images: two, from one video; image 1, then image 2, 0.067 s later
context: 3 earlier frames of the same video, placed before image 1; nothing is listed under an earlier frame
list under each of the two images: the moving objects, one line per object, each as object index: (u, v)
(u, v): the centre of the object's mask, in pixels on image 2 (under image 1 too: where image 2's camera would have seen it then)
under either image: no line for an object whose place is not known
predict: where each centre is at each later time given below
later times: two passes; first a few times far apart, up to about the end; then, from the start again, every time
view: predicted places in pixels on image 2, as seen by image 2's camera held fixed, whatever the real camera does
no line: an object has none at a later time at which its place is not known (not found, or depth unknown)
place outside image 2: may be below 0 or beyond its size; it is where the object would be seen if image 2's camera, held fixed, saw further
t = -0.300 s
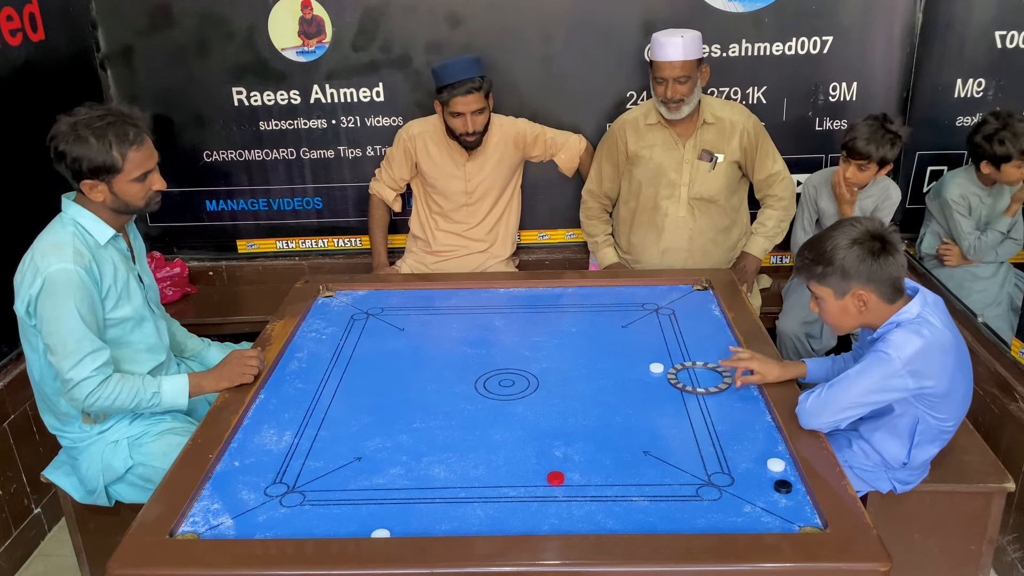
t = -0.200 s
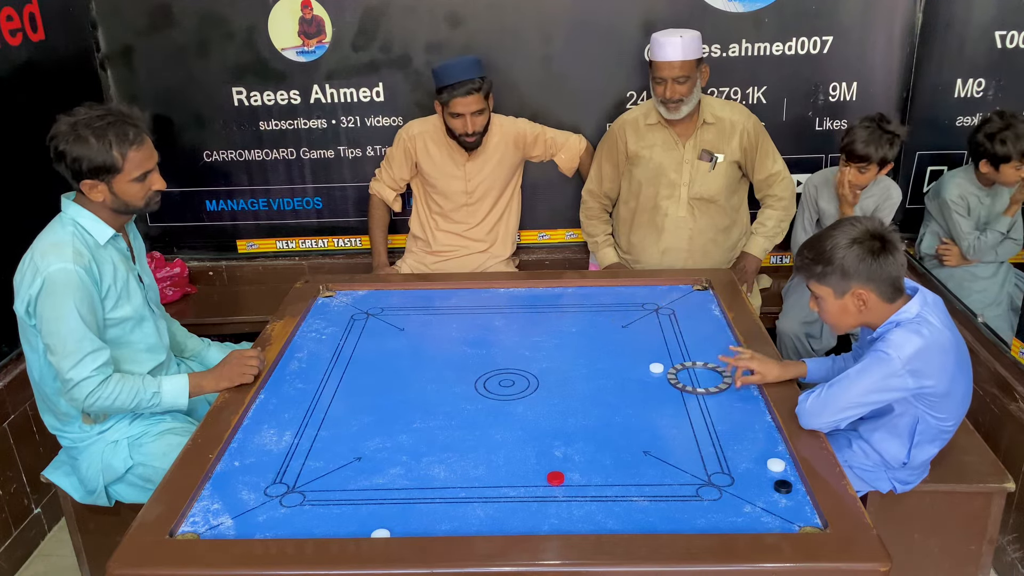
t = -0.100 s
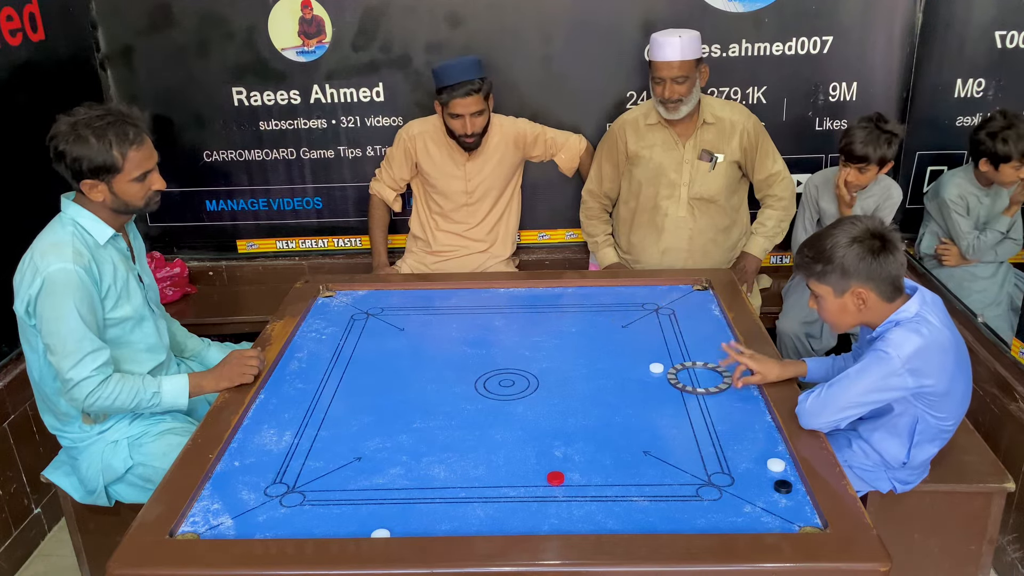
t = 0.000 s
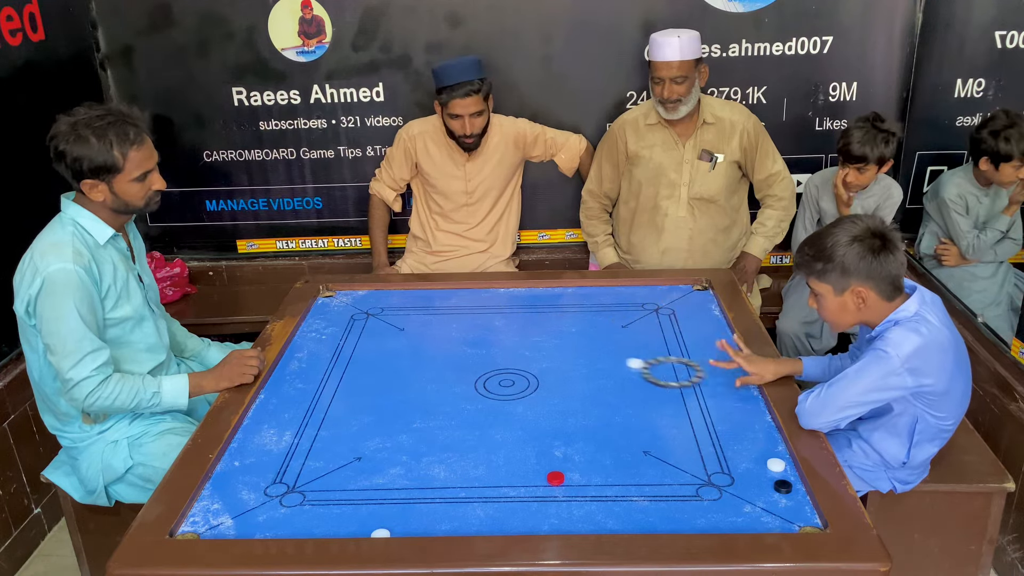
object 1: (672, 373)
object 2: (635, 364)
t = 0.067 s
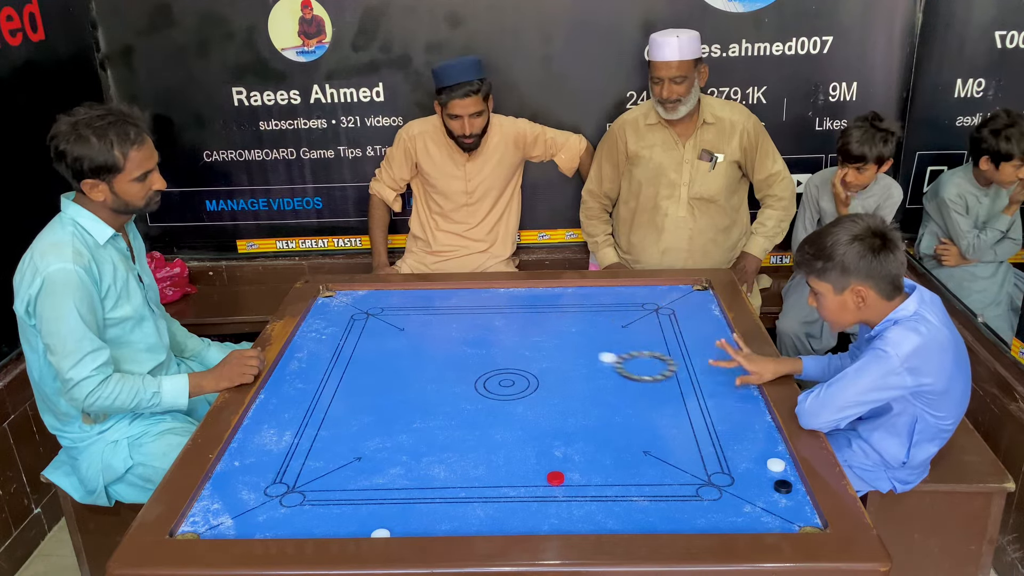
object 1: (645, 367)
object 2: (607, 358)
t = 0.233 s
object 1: (583, 353)
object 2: (543, 344)
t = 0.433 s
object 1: (516, 339)
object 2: (474, 329)
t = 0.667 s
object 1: (447, 324)
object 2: (403, 313)
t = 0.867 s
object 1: (394, 313)
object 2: (349, 301)
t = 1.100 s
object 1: (341, 301)
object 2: (327, 289)
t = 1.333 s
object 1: (364, 302)
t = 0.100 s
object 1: (632, 364)
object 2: (594, 355)
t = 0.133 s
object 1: (619, 361)
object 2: (581, 352)
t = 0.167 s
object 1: (607, 358)
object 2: (568, 349)
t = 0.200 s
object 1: (595, 356)
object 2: (555, 347)
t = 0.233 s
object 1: (583, 353)
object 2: (543, 344)
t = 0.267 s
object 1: (571, 351)
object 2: (531, 341)
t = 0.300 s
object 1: (560, 348)
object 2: (519, 339)
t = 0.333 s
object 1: (548, 346)
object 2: (508, 336)
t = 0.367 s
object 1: (537, 343)
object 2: (496, 334)
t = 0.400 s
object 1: (526, 341)
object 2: (485, 332)
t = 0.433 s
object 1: (516, 339)
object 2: (474, 329)
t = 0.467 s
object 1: (505, 337)
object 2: (464, 327)
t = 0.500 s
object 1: (495, 334)
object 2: (453, 324)
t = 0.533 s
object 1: (484, 332)
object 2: (443, 322)
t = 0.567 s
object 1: (475, 330)
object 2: (433, 320)
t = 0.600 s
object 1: (465, 328)
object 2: (423, 318)
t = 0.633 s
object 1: (456, 326)
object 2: (413, 315)
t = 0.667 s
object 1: (447, 324)
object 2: (403, 313)
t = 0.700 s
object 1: (437, 322)
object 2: (394, 311)
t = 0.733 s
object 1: (428, 320)
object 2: (385, 309)
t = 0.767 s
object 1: (419, 318)
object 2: (376, 308)
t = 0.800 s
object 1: (411, 316)
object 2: (366, 305)
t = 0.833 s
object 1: (402, 315)
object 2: (358, 303)
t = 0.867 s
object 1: (394, 313)
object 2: (349, 301)
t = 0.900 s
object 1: (385, 311)
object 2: (341, 300)
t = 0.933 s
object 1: (377, 309)
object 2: (332, 298)
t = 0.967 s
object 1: (369, 307)
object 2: (324, 296)
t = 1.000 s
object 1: (362, 306)
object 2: (328, 294)
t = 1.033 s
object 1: (354, 304)
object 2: (331, 294)
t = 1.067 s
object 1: (347, 303)
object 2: (333, 292)
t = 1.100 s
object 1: (341, 301)
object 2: (327, 289)
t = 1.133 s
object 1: (344, 300)
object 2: (325, 290)
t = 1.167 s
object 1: (348, 300)
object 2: (327, 293)
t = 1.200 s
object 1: (352, 300)
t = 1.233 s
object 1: (355, 301)
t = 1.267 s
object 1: (358, 301)
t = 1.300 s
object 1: (361, 302)
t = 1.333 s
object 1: (364, 302)
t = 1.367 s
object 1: (368, 303)
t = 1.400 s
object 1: (371, 303)
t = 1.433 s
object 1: (373, 304)
